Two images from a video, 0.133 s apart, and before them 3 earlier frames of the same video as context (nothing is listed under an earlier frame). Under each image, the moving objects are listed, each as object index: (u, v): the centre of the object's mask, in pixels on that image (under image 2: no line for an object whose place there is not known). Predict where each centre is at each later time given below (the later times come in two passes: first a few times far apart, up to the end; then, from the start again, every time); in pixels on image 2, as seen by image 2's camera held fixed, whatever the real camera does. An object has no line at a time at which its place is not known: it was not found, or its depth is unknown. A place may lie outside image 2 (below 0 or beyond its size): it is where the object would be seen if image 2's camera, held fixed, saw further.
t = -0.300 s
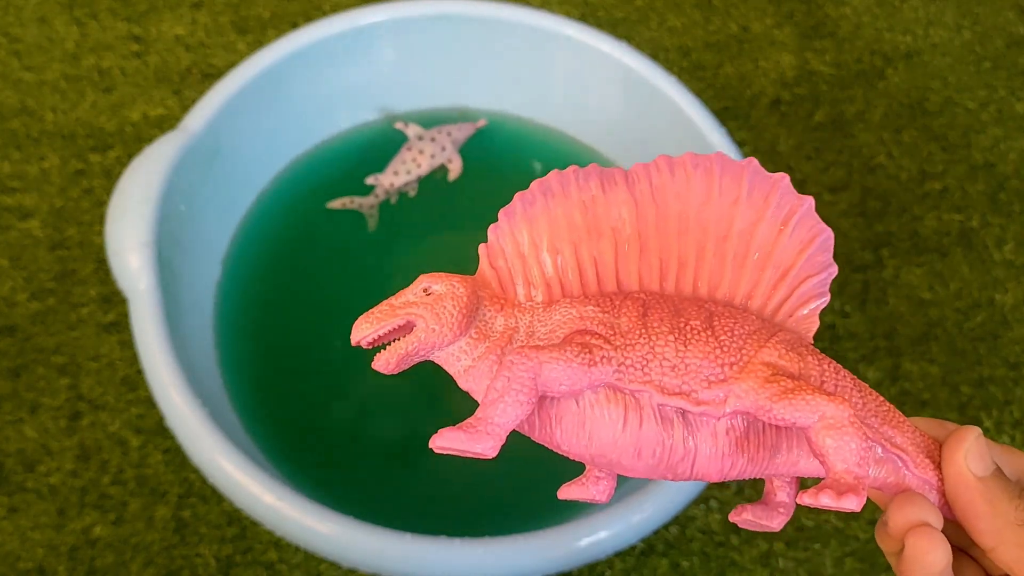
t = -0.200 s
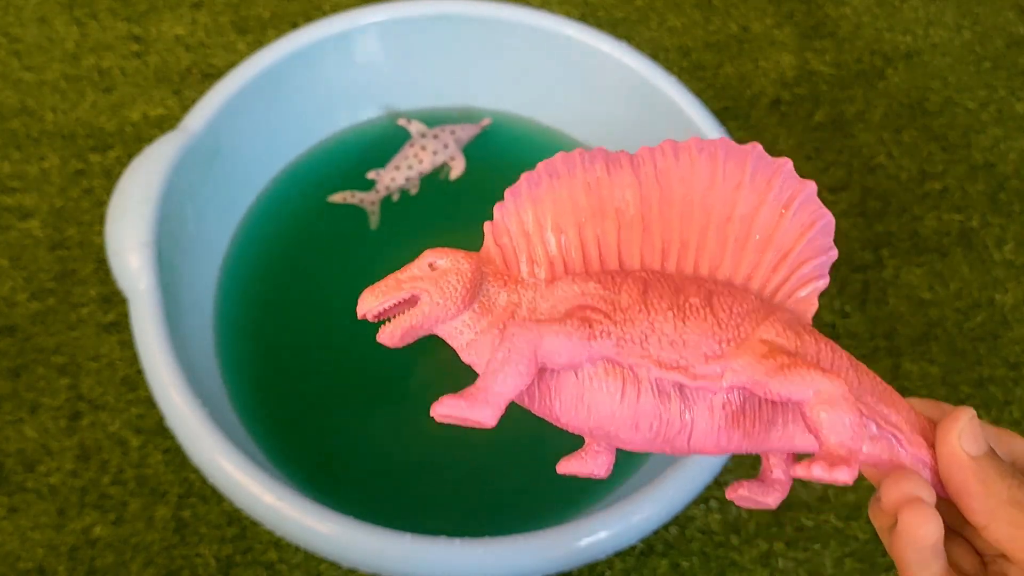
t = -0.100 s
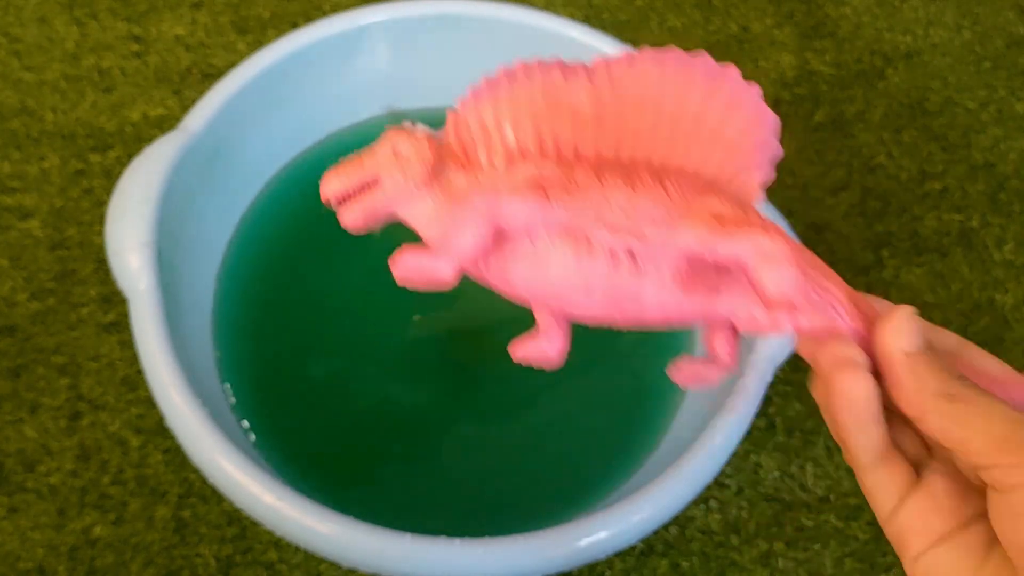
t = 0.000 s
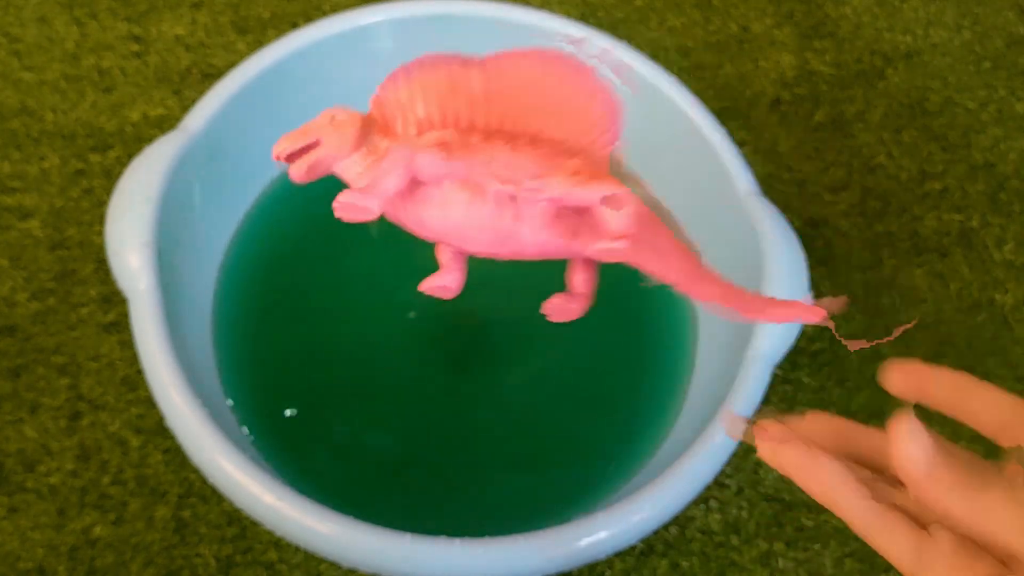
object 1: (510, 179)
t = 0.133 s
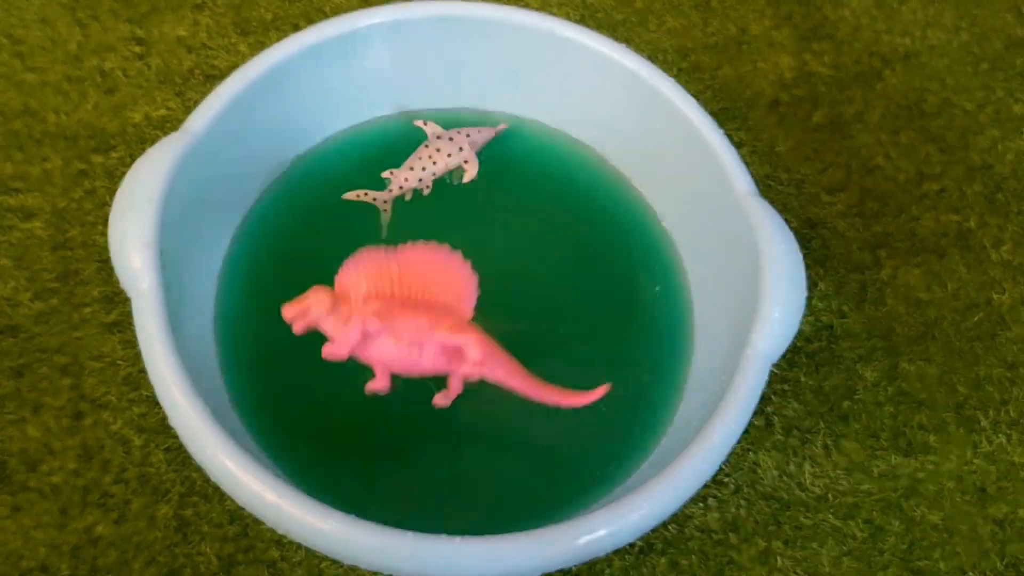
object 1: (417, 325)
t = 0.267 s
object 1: (402, 365)
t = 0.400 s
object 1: (398, 330)
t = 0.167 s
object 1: (406, 352)
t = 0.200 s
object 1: (399, 355)
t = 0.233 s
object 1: (406, 363)
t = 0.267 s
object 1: (402, 365)
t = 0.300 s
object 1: (409, 364)
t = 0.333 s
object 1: (405, 351)
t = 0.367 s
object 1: (399, 338)
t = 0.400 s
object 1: (398, 330)
